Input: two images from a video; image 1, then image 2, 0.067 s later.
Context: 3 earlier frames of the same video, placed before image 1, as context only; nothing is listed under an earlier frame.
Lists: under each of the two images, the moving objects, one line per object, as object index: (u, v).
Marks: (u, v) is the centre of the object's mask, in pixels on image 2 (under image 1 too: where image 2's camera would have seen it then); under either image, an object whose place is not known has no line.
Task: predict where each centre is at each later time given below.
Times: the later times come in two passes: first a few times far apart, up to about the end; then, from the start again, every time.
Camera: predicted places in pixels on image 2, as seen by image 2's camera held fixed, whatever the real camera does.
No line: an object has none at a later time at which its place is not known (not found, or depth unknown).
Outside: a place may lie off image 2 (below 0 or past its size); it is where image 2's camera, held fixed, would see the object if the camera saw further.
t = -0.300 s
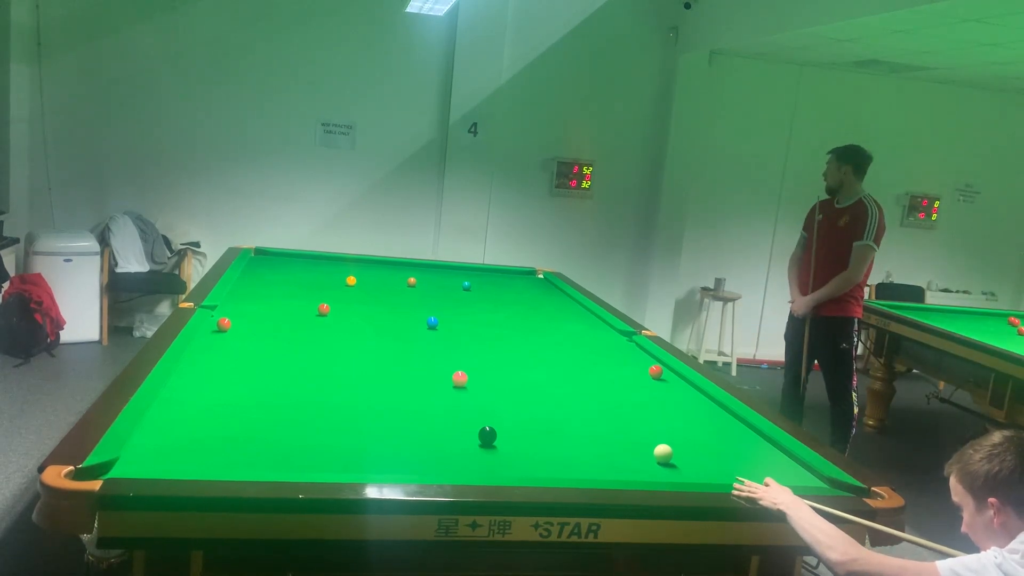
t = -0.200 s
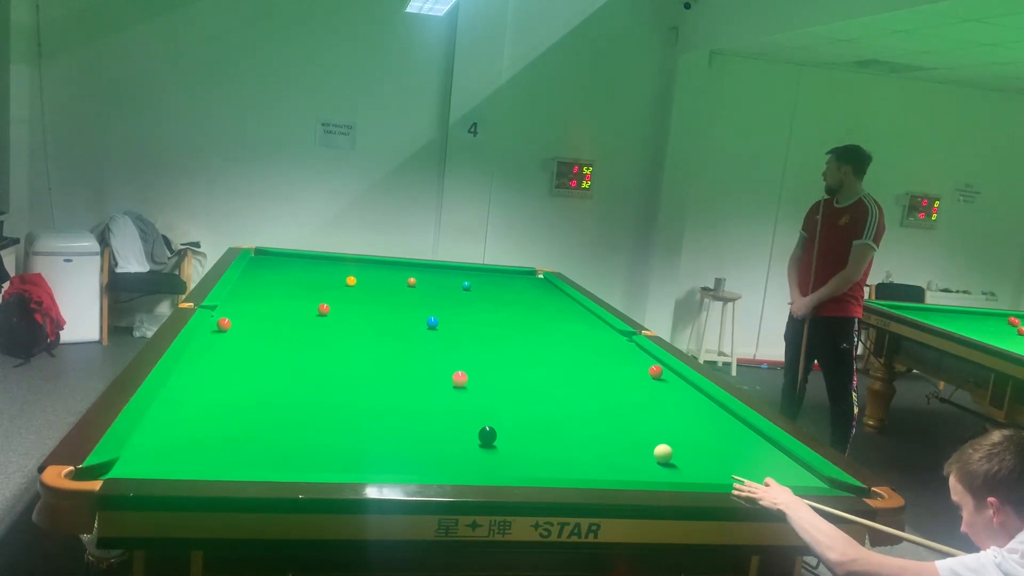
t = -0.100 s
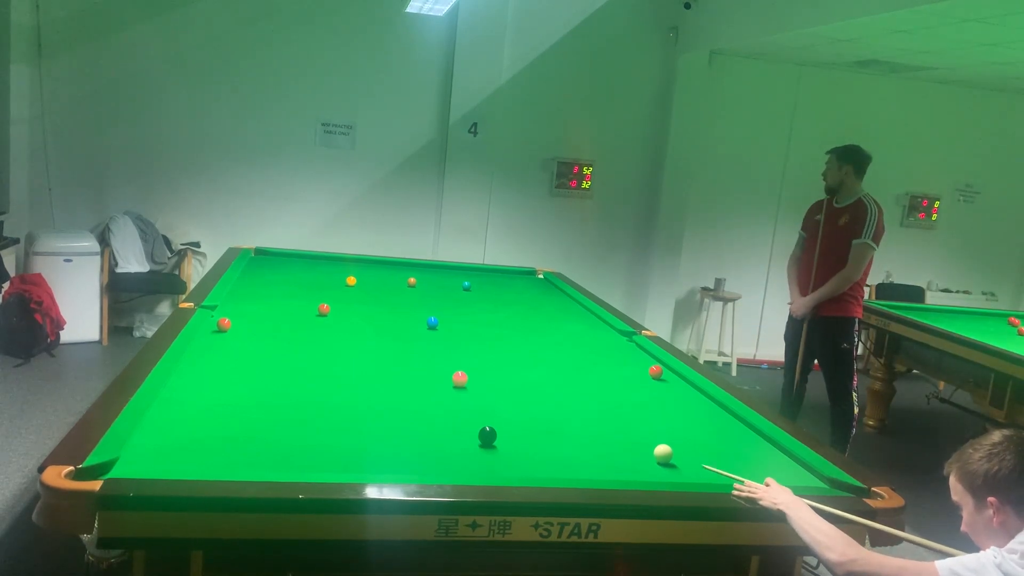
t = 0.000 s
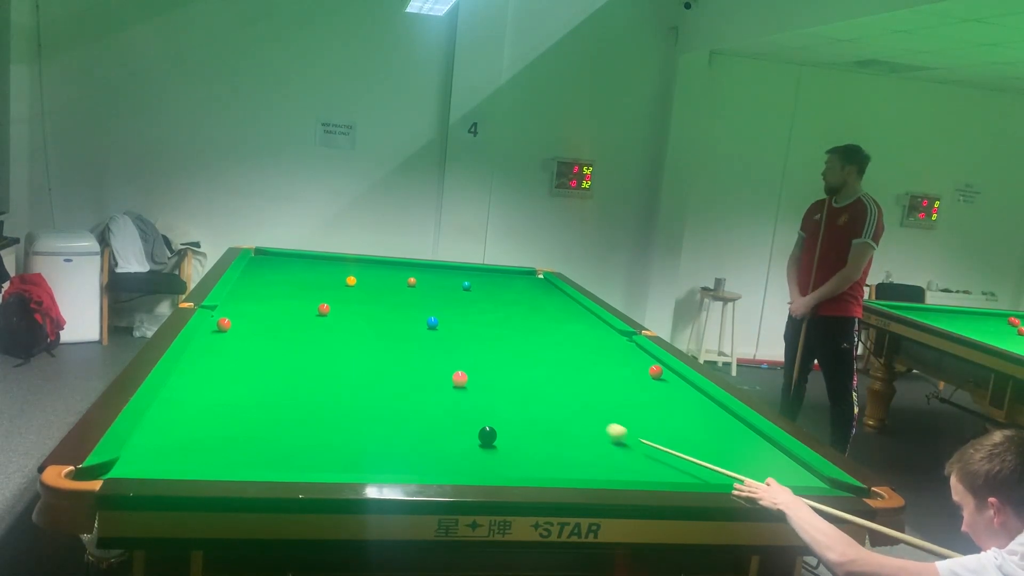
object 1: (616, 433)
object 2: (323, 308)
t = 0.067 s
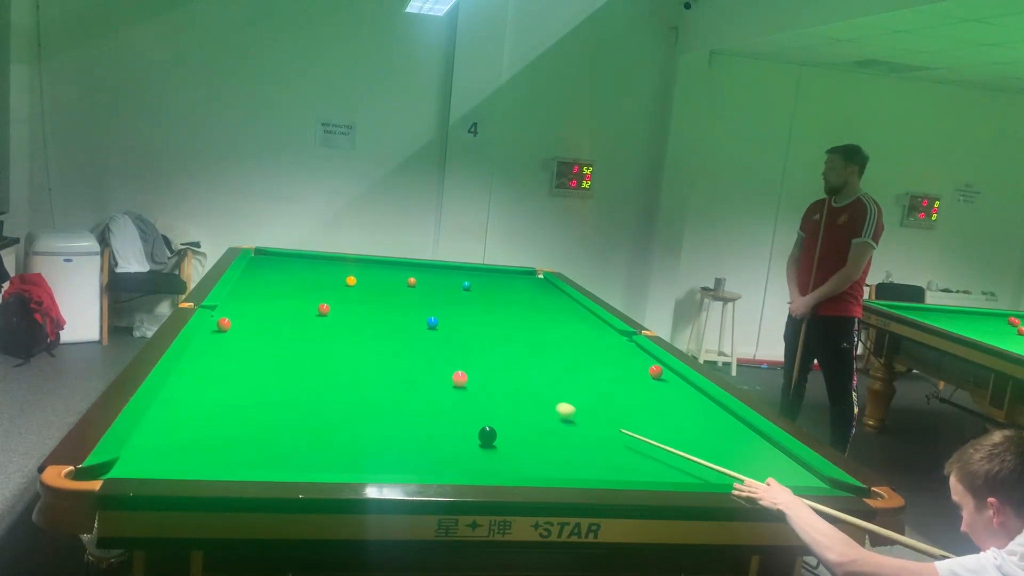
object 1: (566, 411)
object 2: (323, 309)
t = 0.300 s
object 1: (434, 356)
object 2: (323, 309)
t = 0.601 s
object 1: (319, 312)
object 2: (321, 302)
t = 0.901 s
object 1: (250, 304)
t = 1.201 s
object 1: (265, 299)
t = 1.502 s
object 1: (304, 296)
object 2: (266, 256)
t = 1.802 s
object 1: (340, 294)
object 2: (253, 263)
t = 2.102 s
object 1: (371, 292)
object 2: (256, 271)
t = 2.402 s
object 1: (399, 290)
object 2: (259, 280)
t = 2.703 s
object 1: (425, 288)
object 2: (263, 289)
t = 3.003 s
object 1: (448, 286)
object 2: (267, 298)
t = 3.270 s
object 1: (458, 285)
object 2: (270, 307)
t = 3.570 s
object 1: (460, 284)
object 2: (275, 318)
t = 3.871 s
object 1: (462, 283)
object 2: (281, 330)
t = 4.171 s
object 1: (463, 282)
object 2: (287, 343)
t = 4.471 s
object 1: (464, 281)
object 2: (294, 356)
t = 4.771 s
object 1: (465, 281)
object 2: (301, 371)
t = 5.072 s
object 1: (466, 280)
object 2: (309, 387)
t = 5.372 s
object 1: (466, 280)
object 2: (318, 403)
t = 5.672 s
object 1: (466, 280)
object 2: (327, 422)
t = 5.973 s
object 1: (466, 280)
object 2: (337, 441)
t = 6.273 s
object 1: (466, 280)
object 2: (348, 461)
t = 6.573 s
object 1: (466, 280)
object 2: (358, 465)
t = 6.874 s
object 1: (466, 280)
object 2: (363, 456)
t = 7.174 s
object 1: (466, 280)
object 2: (369, 446)
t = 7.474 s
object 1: (466, 280)
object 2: (374, 437)
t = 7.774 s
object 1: (466, 280)
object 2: (378, 431)
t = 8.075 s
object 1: (466, 280)
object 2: (381, 425)
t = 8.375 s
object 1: (466, 280)
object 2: (385, 420)
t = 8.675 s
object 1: (466, 280)
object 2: (387, 416)
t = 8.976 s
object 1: (466, 280)
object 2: (389, 413)
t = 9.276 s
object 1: (466, 280)
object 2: (390, 410)
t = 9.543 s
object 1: (466, 280)
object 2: (390, 409)
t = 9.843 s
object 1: (466, 280)
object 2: (391, 408)
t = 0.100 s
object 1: (543, 402)
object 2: (323, 309)
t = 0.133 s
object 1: (522, 393)
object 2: (323, 309)
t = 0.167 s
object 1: (502, 385)
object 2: (323, 309)
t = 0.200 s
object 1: (484, 377)
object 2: (323, 309)
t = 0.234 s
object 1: (467, 369)
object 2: (323, 309)
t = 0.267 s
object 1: (450, 363)
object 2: (323, 309)
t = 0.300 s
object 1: (434, 356)
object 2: (323, 309)
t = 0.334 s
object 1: (418, 350)
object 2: (323, 309)
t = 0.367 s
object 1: (404, 344)
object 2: (323, 309)
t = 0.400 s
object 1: (390, 338)
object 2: (323, 309)
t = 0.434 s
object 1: (376, 333)
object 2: (323, 309)
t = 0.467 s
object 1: (363, 327)
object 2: (323, 309)
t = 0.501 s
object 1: (351, 322)
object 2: (323, 309)
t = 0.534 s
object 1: (339, 317)
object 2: (323, 309)
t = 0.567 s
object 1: (328, 313)
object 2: (321, 307)
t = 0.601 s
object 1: (319, 312)
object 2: (321, 302)
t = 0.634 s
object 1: (312, 311)
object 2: (317, 301)
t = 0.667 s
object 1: (304, 311)
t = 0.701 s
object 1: (297, 310)
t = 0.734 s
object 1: (289, 309)
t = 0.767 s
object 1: (281, 308)
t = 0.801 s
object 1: (274, 307)
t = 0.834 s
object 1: (266, 307)
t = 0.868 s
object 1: (258, 305)
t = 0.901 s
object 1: (250, 304)
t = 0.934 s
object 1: (242, 303)
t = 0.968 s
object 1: (234, 301)
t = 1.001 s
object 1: (229, 300)
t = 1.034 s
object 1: (236, 300)
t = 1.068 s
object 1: (243, 300)
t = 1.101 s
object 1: (249, 300)
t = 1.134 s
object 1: (255, 300)
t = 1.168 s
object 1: (260, 299)
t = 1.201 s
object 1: (265, 299)
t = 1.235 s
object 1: (269, 299)
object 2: (279, 260)
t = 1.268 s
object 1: (274, 298)
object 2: (277, 259)
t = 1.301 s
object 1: (278, 298)
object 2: (275, 257)
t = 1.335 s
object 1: (283, 298)
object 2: (274, 256)
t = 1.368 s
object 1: (287, 297)
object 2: (273, 254)
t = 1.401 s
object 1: (292, 297)
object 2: (272, 253)
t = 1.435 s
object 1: (296, 297)
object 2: (269, 254)
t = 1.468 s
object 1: (300, 296)
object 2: (268, 255)
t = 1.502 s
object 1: (304, 296)
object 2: (266, 256)
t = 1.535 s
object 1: (309, 296)
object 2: (264, 257)
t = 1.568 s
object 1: (312, 296)
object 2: (261, 258)
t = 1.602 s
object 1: (316, 295)
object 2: (259, 259)
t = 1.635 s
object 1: (321, 295)
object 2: (257, 259)
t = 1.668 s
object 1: (325, 295)
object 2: (255, 260)
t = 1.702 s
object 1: (328, 294)
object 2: (253, 261)
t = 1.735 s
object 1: (332, 294)
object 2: (252, 261)
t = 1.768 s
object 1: (336, 294)
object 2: (252, 262)
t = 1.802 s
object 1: (340, 294)
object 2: (253, 263)
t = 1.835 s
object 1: (343, 293)
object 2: (253, 264)
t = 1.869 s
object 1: (347, 293)
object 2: (254, 265)
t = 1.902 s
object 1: (351, 293)
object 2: (254, 266)
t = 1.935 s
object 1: (354, 293)
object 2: (254, 267)
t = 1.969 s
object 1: (357, 292)
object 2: (254, 267)
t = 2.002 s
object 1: (361, 292)
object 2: (255, 268)
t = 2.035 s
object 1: (364, 292)
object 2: (255, 269)
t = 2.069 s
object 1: (368, 292)
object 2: (255, 270)
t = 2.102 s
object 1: (371, 292)
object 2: (256, 271)
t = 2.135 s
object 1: (374, 291)
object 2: (256, 272)
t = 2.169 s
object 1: (378, 291)
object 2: (256, 273)
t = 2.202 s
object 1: (381, 291)
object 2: (257, 274)
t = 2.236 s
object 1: (384, 291)
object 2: (257, 275)
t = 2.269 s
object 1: (387, 291)
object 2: (257, 276)
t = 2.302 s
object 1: (390, 290)
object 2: (258, 277)
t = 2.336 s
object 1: (393, 290)
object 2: (258, 278)
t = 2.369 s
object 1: (396, 290)
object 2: (258, 279)
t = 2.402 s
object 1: (399, 290)
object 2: (259, 280)
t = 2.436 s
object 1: (402, 289)
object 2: (259, 281)
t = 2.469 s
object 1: (405, 289)
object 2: (260, 282)
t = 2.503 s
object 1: (408, 289)
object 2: (260, 283)
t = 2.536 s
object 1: (411, 289)
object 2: (260, 284)
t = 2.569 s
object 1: (414, 289)
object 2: (261, 284)
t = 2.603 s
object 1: (417, 288)
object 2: (261, 285)
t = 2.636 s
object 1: (419, 288)
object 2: (262, 286)
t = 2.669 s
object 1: (422, 288)
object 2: (262, 288)
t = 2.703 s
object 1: (425, 288)
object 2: (263, 289)
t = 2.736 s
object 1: (428, 288)
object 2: (263, 289)
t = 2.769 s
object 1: (430, 288)
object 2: (263, 290)
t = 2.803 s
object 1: (433, 287)
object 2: (264, 291)
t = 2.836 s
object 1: (435, 287)
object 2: (264, 292)
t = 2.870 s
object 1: (438, 287)
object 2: (265, 293)
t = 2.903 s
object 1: (440, 287)
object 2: (265, 295)
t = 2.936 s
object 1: (443, 287)
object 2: (266, 296)
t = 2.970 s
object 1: (445, 287)
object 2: (266, 297)
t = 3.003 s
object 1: (448, 286)
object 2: (267, 298)
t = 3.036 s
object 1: (450, 286)
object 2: (267, 299)
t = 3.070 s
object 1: (452, 286)
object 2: (267, 300)
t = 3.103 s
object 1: (455, 286)
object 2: (268, 301)
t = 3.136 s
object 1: (457, 286)
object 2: (268, 302)
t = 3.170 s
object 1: (457, 286)
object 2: (269, 304)
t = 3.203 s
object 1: (458, 285)
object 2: (269, 305)
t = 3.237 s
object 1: (458, 285)
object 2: (270, 306)
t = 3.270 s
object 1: (458, 285)
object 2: (270, 307)
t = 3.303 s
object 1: (458, 285)
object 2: (271, 308)
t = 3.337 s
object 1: (458, 285)
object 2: (271, 309)
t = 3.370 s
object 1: (459, 285)
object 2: (272, 311)
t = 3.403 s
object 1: (459, 285)
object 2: (273, 312)
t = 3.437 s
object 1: (459, 284)
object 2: (273, 313)
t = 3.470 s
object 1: (459, 284)
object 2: (273, 315)
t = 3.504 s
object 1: (460, 284)
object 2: (274, 316)
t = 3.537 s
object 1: (460, 284)
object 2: (275, 317)
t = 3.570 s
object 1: (460, 284)
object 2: (275, 318)
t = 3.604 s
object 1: (460, 284)
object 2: (276, 320)
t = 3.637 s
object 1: (460, 284)
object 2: (276, 321)
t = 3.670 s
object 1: (460, 284)
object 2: (277, 322)
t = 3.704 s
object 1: (461, 283)
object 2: (277, 323)
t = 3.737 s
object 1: (461, 283)
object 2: (278, 325)
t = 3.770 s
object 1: (461, 283)
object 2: (279, 326)
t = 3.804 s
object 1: (461, 283)
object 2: (279, 327)
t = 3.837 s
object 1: (461, 283)
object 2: (280, 329)
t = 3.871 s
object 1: (462, 283)
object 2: (281, 330)
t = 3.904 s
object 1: (462, 283)
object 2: (281, 332)
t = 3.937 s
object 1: (462, 283)
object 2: (282, 333)
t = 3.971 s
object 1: (462, 282)
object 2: (283, 334)
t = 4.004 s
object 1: (462, 282)
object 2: (283, 336)
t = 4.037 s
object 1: (462, 282)
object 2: (284, 337)
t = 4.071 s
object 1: (462, 282)
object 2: (285, 338)
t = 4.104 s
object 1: (462, 282)
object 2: (285, 340)
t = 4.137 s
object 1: (463, 282)
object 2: (286, 340)
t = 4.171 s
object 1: (463, 282)
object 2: (287, 343)
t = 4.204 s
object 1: (463, 282)
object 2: (288, 344)
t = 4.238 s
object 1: (463, 282)
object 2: (289, 346)
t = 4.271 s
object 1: (463, 282)
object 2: (289, 347)
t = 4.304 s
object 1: (463, 282)
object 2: (290, 348)
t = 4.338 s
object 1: (463, 281)
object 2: (291, 350)
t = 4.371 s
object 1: (464, 281)
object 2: (291, 352)
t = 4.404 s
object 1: (464, 281)
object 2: (292, 353)
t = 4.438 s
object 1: (464, 281)
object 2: (293, 355)
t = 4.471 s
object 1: (464, 281)
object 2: (294, 356)
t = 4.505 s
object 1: (464, 281)
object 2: (295, 358)
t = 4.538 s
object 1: (464, 281)
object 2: (295, 359)
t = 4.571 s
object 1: (464, 281)
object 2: (296, 361)
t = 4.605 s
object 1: (465, 281)
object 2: (297, 363)
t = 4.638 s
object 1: (465, 281)
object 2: (298, 364)
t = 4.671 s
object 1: (465, 281)
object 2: (299, 366)
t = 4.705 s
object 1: (465, 281)
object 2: (300, 368)
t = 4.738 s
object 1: (465, 281)
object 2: (300, 369)
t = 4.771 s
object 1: (465, 281)
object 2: (301, 371)
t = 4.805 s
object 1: (465, 281)
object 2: (302, 372)
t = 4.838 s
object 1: (465, 281)
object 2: (303, 374)
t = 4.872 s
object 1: (465, 280)
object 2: (304, 376)
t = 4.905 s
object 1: (465, 280)
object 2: (305, 378)
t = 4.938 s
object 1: (466, 280)
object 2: (305, 380)
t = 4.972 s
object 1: (466, 280)
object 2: (306, 381)
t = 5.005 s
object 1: (466, 280)
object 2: (307, 383)
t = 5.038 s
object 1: (466, 280)
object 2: (308, 385)
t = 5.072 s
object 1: (466, 280)
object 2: (309, 387)
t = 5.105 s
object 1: (466, 280)
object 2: (310, 389)
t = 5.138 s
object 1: (466, 280)
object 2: (311, 391)
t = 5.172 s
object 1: (466, 280)
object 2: (312, 392)
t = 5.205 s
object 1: (466, 280)
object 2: (313, 394)
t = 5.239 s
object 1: (466, 280)
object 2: (314, 396)
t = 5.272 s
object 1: (466, 280)
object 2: (315, 398)
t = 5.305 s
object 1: (466, 280)
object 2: (316, 400)
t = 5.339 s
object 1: (466, 280)
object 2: (317, 402)
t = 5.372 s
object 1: (466, 280)
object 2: (318, 403)
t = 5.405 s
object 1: (466, 280)
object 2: (319, 406)
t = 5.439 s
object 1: (466, 280)
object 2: (320, 408)
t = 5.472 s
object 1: (466, 280)
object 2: (321, 409)
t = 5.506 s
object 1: (466, 280)
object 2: (322, 411)
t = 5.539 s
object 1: (466, 280)
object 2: (323, 413)
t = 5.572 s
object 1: (466, 280)
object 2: (324, 416)
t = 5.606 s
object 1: (466, 280)
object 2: (325, 417)
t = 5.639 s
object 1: (466, 280)
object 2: (326, 419)
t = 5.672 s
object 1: (466, 280)
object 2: (327, 422)
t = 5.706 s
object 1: (466, 280)
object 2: (328, 424)
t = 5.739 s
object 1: (466, 280)
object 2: (329, 426)
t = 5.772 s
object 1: (466, 280)
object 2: (330, 428)
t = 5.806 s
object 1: (466, 280)
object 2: (332, 430)
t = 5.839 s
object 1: (466, 280)
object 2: (333, 432)
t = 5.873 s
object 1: (466, 280)
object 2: (334, 434)
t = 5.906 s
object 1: (466, 280)
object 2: (335, 436)
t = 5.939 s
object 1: (466, 280)
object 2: (336, 439)
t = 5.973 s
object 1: (466, 280)
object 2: (337, 441)
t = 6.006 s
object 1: (466, 280)
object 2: (339, 443)
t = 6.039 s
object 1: (466, 280)
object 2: (340, 445)
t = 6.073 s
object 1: (466, 280)
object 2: (341, 448)
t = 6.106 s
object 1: (466, 280)
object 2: (342, 450)
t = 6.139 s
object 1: (466, 280)
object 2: (343, 453)
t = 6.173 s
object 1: (466, 280)
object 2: (345, 455)
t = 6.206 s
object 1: (466, 280)
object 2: (346, 457)
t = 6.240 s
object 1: (466, 280)
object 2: (347, 460)
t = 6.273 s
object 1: (466, 280)
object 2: (348, 461)
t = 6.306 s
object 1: (466, 280)
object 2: (350, 463)
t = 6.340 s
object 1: (466, 280)
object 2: (351, 464)
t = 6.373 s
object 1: (466, 280)
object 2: (352, 466)
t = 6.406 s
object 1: (466, 280)
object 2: (354, 467)
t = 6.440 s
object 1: (466, 280)
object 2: (355, 468)
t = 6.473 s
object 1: (466, 280)
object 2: (356, 467)
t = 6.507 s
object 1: (466, 280)
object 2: (356, 466)
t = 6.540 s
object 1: (466, 280)
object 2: (357, 465)
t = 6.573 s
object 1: (466, 280)
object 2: (358, 465)
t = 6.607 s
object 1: (466, 280)
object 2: (358, 464)
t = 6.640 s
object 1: (466, 280)
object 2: (359, 463)
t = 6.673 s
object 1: (466, 280)
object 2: (359, 462)
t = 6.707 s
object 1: (466, 280)
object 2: (360, 462)
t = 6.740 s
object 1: (466, 280)
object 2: (360, 461)
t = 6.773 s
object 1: (466, 280)
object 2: (361, 460)
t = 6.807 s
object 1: (466, 280)
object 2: (362, 459)
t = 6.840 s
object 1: (466, 280)
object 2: (363, 458)
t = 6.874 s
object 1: (466, 280)
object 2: (363, 456)
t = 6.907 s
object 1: (466, 280)
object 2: (364, 455)
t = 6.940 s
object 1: (466, 280)
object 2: (364, 454)
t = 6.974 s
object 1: (466, 280)
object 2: (365, 452)
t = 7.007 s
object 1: (466, 280)
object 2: (366, 451)
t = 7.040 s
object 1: (466, 280)
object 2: (366, 450)
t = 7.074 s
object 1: (466, 280)
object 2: (367, 449)
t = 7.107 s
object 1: (466, 280)
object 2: (368, 448)
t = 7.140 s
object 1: (466, 280)
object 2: (368, 447)
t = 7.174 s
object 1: (466, 280)
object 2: (369, 446)
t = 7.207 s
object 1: (466, 280)
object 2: (369, 445)
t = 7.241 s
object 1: (466, 280)
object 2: (370, 444)
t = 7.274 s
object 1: (466, 280)
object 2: (370, 443)
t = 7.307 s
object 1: (466, 280)
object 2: (371, 442)
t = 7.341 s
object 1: (466, 280)
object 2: (372, 441)
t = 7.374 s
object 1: (466, 280)
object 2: (372, 440)
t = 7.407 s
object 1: (466, 280)
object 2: (373, 439)
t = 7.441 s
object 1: (466, 280)
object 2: (373, 438)
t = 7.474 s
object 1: (466, 280)
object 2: (374, 437)
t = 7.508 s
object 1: (466, 280)
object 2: (374, 437)
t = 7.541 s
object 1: (466, 280)
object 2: (374, 436)
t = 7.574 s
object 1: (466, 280)
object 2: (375, 435)
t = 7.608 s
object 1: (466, 280)
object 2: (375, 434)
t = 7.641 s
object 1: (466, 280)
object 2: (376, 433)
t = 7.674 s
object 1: (466, 280)
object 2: (376, 433)
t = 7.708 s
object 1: (466, 280)
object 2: (377, 432)
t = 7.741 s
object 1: (466, 280)
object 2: (377, 431)
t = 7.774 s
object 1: (466, 280)
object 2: (378, 431)
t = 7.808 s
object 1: (466, 280)
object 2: (378, 430)
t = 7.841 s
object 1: (466, 280)
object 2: (378, 429)
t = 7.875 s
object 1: (466, 280)
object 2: (379, 429)
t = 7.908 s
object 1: (466, 280)
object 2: (379, 428)
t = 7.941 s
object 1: (466, 280)
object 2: (380, 427)
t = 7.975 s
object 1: (466, 280)
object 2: (380, 426)
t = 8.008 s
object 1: (466, 280)
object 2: (381, 426)
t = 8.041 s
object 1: (466, 280)
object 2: (381, 425)
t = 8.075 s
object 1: (466, 280)
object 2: (381, 425)
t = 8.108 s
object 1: (466, 280)
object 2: (382, 424)
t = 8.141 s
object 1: (466, 280)
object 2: (382, 423)
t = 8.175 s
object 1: (466, 280)
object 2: (382, 423)
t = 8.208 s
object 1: (466, 280)
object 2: (383, 422)
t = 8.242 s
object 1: (466, 280)
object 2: (383, 422)
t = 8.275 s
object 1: (466, 280)
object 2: (384, 421)
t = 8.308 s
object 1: (466, 280)
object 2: (384, 421)
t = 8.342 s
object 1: (466, 280)
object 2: (384, 420)
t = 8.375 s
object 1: (466, 280)
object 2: (385, 420)
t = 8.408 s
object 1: (466, 280)
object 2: (385, 419)
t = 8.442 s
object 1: (466, 280)
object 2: (385, 419)
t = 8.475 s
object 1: (466, 280)
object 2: (385, 418)
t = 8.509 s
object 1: (466, 280)
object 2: (386, 418)
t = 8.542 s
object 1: (466, 280)
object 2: (386, 417)
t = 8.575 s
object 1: (466, 280)
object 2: (386, 417)
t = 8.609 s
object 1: (466, 280)
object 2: (387, 417)
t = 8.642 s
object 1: (466, 280)
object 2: (387, 416)
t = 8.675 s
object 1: (466, 280)
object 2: (387, 416)
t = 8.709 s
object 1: (466, 280)
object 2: (387, 416)
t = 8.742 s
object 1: (466, 280)
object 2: (387, 415)
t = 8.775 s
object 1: (466, 280)
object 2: (388, 415)
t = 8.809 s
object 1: (466, 280)
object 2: (388, 414)
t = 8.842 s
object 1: (466, 280)
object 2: (388, 414)
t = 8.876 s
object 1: (466, 280)
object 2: (388, 414)
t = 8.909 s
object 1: (466, 280)
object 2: (388, 413)
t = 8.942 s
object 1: (466, 280)
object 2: (388, 413)
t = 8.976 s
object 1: (466, 280)
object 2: (389, 413)
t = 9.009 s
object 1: (466, 280)
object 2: (389, 412)
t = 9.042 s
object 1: (466, 280)
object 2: (389, 412)
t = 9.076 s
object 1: (466, 280)
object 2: (389, 412)
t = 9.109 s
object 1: (466, 280)
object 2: (389, 412)
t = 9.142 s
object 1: (466, 280)
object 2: (389, 411)
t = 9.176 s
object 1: (466, 280)
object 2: (389, 411)
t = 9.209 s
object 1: (466, 280)
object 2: (390, 411)
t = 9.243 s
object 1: (466, 280)
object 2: (390, 411)
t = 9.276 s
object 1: (466, 280)
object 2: (390, 410)
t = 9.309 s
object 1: (466, 280)
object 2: (390, 410)
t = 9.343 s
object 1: (466, 280)
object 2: (390, 410)
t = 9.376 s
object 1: (466, 280)
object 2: (390, 410)
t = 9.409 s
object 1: (466, 280)
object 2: (390, 410)
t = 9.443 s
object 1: (466, 280)
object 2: (390, 409)
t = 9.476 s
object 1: (466, 280)
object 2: (390, 409)
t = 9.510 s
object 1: (466, 280)
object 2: (390, 409)
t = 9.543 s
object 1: (466, 280)
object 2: (390, 409)
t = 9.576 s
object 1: (466, 280)
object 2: (390, 409)
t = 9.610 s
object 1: (466, 280)
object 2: (390, 409)
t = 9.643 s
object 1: (466, 280)
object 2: (390, 408)
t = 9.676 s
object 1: (466, 280)
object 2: (391, 409)
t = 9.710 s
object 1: (466, 280)
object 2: (391, 409)
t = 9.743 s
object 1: (466, 280)
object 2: (390, 408)
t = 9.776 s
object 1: (466, 280)
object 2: (390, 408)
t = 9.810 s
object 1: (466, 280)
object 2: (391, 408)
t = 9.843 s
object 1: (466, 280)
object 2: (391, 408)
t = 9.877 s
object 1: (466, 280)
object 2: (391, 408)
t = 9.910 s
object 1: (466, 280)
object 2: (390, 408)
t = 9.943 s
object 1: (466, 280)
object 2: (390, 408)
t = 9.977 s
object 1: (466, 280)
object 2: (390, 408)
